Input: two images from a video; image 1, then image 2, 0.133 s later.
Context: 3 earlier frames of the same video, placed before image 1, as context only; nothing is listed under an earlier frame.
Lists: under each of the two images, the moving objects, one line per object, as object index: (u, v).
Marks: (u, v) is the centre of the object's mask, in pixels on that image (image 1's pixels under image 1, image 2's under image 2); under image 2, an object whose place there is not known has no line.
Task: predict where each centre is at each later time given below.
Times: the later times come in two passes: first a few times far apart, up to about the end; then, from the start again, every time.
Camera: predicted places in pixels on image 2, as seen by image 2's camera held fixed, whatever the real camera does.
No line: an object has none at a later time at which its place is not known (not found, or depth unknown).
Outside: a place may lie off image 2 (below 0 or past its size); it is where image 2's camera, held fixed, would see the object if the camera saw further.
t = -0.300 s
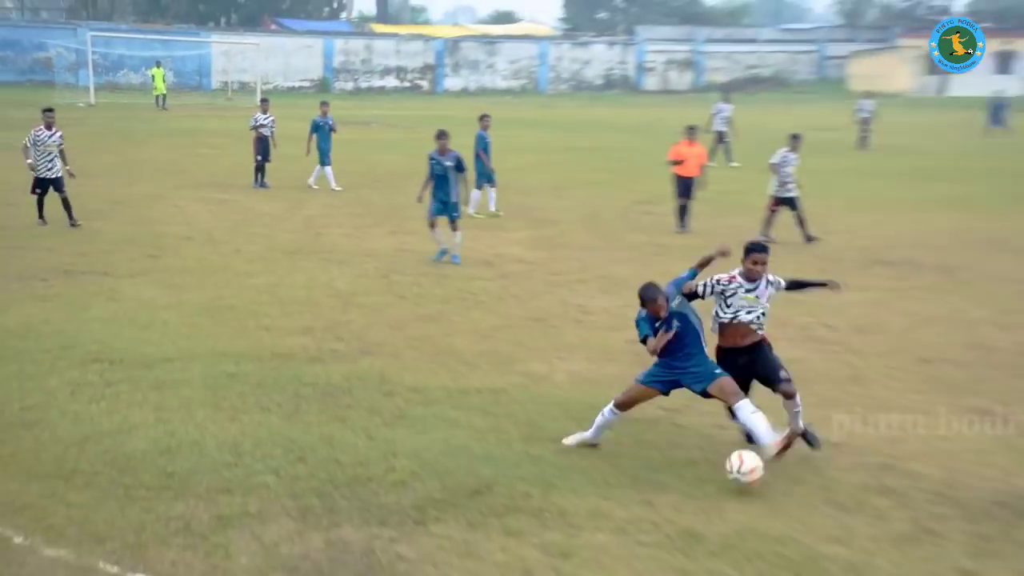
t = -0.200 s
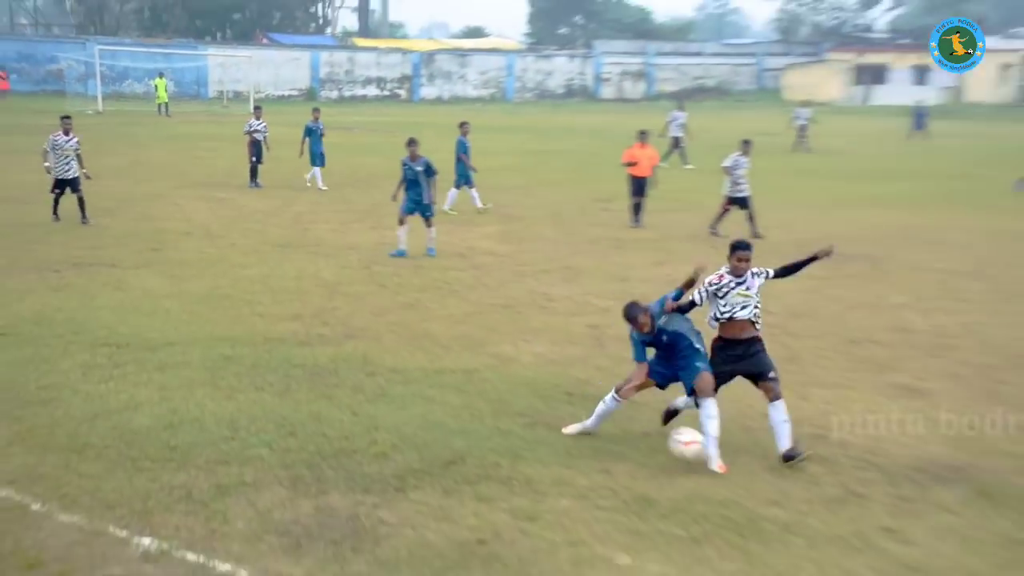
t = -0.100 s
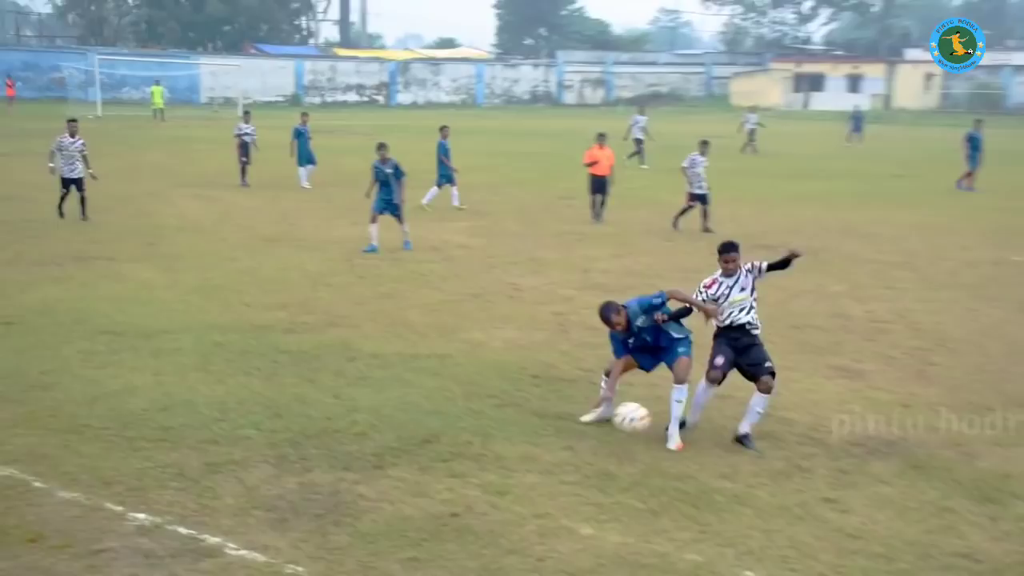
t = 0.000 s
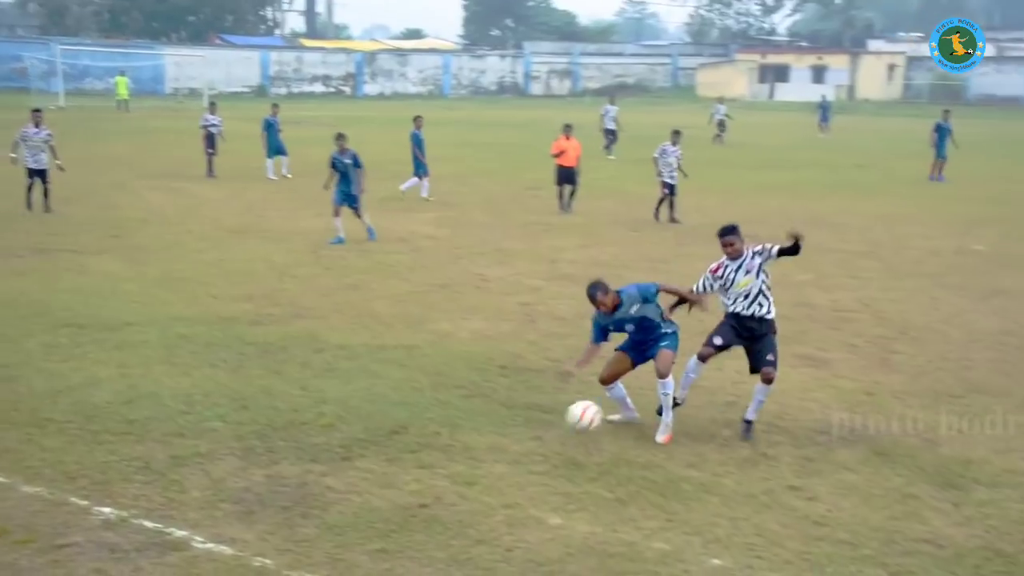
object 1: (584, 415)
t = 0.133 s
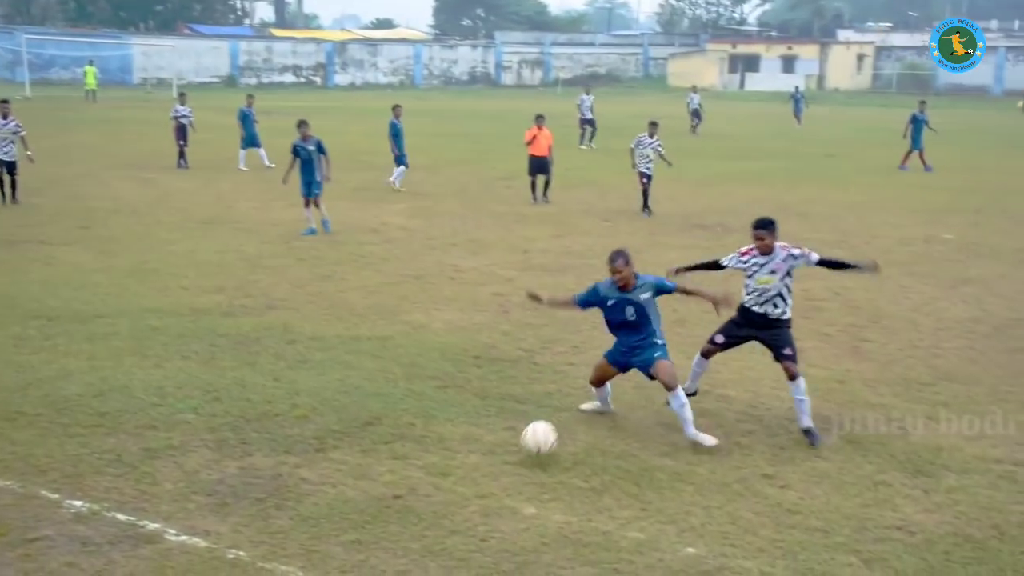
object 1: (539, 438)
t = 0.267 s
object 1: (523, 457)
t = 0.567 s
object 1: (483, 513)
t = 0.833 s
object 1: (440, 554)
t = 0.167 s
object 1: (533, 454)
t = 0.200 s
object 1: (528, 455)
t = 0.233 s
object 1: (527, 455)
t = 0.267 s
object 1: (523, 457)
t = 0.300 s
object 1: (518, 461)
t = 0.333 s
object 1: (516, 464)
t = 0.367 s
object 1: (511, 474)
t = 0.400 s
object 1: (507, 487)
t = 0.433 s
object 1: (504, 492)
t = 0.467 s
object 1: (498, 494)
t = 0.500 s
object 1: (492, 500)
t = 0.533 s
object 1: (488, 505)
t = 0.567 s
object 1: (483, 513)
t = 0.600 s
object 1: (477, 515)
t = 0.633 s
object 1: (474, 515)
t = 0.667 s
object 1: (467, 518)
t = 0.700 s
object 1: (461, 525)
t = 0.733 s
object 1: (457, 531)
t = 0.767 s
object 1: (451, 544)
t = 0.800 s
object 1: (443, 551)
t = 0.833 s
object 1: (440, 554)
